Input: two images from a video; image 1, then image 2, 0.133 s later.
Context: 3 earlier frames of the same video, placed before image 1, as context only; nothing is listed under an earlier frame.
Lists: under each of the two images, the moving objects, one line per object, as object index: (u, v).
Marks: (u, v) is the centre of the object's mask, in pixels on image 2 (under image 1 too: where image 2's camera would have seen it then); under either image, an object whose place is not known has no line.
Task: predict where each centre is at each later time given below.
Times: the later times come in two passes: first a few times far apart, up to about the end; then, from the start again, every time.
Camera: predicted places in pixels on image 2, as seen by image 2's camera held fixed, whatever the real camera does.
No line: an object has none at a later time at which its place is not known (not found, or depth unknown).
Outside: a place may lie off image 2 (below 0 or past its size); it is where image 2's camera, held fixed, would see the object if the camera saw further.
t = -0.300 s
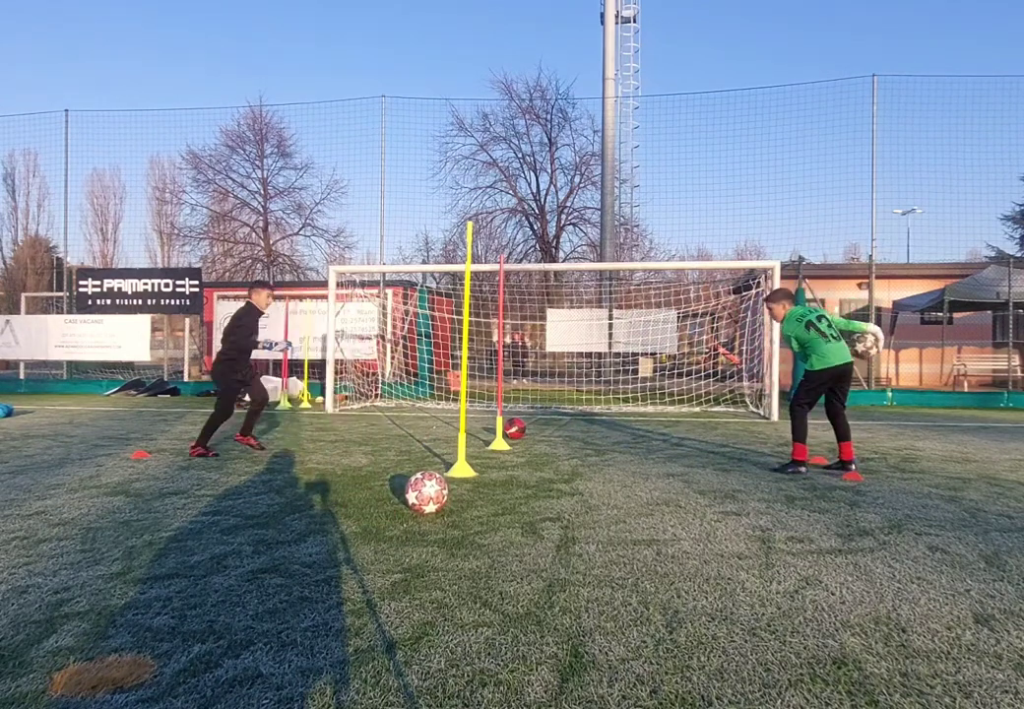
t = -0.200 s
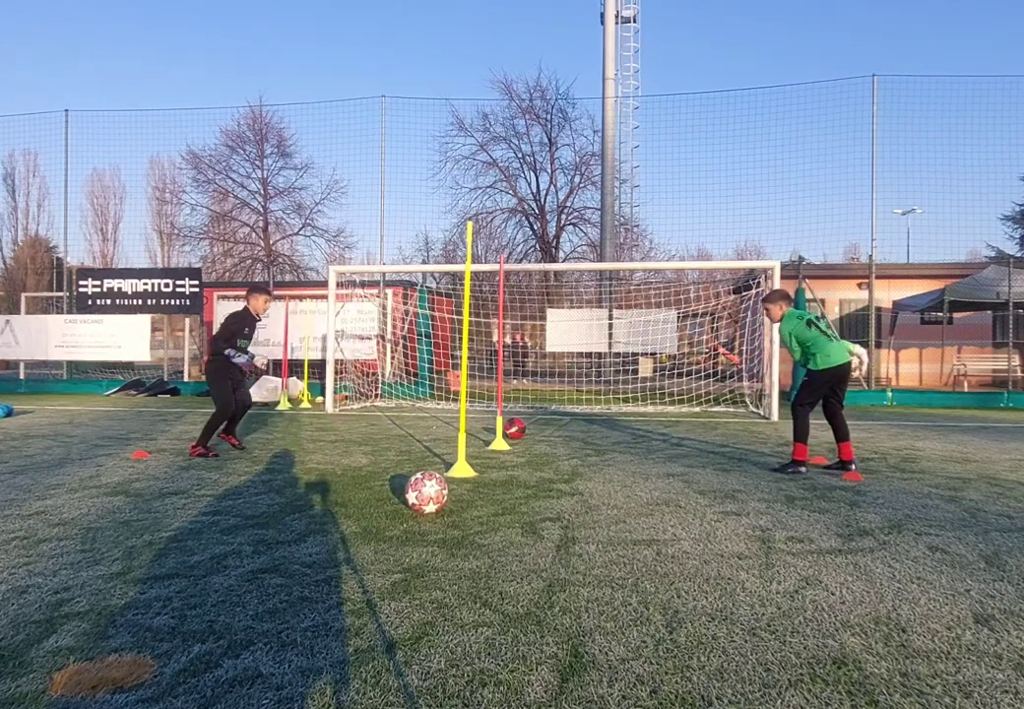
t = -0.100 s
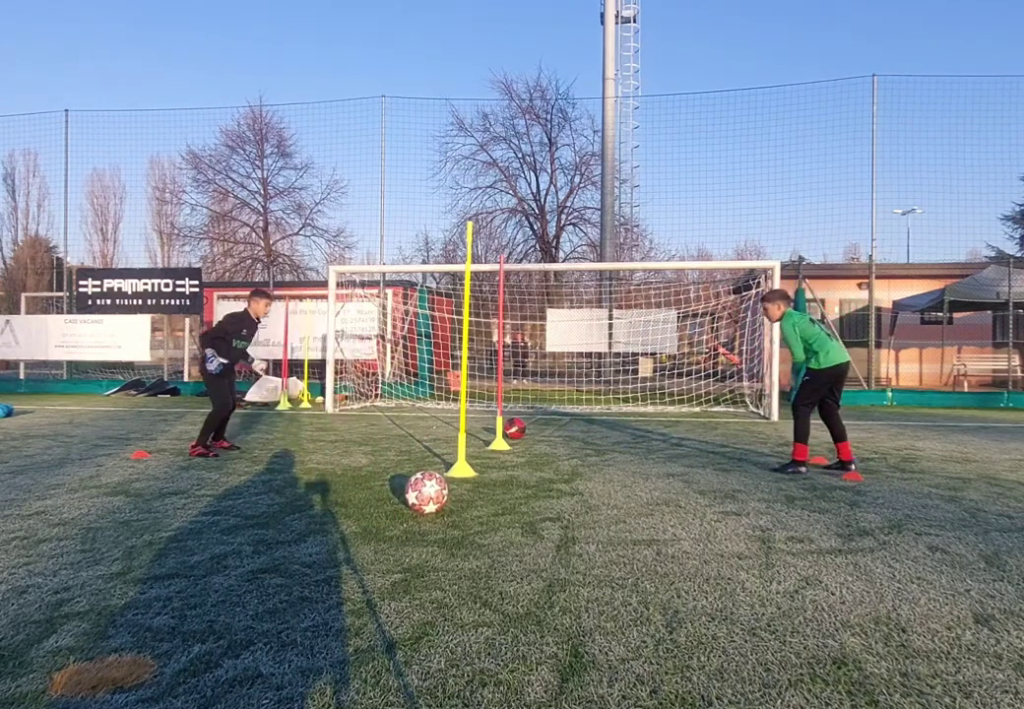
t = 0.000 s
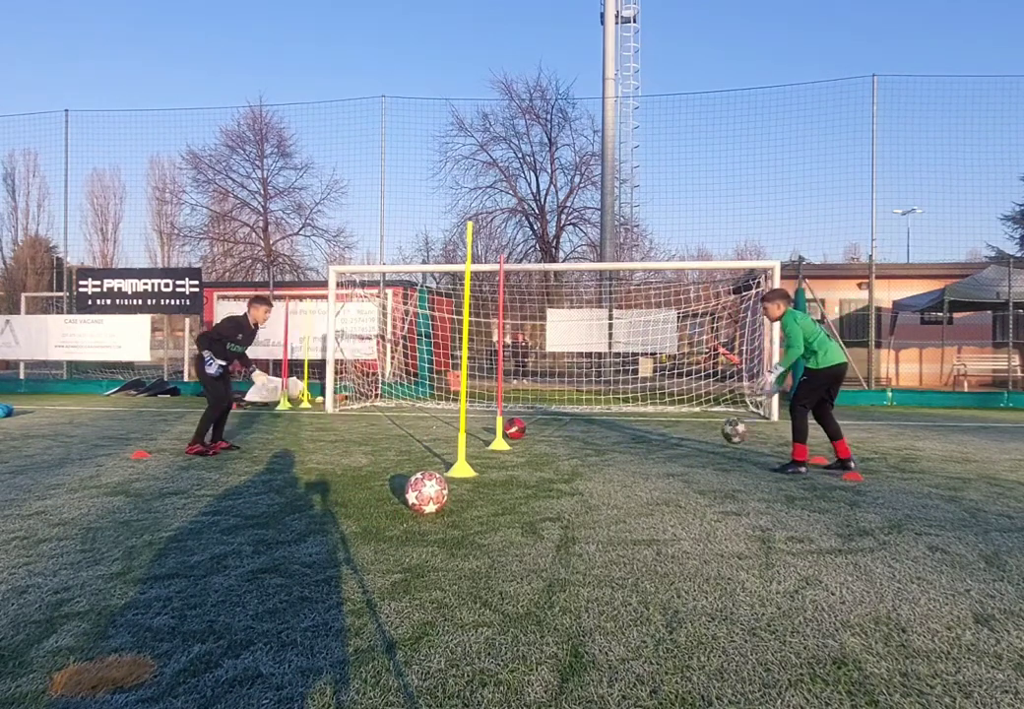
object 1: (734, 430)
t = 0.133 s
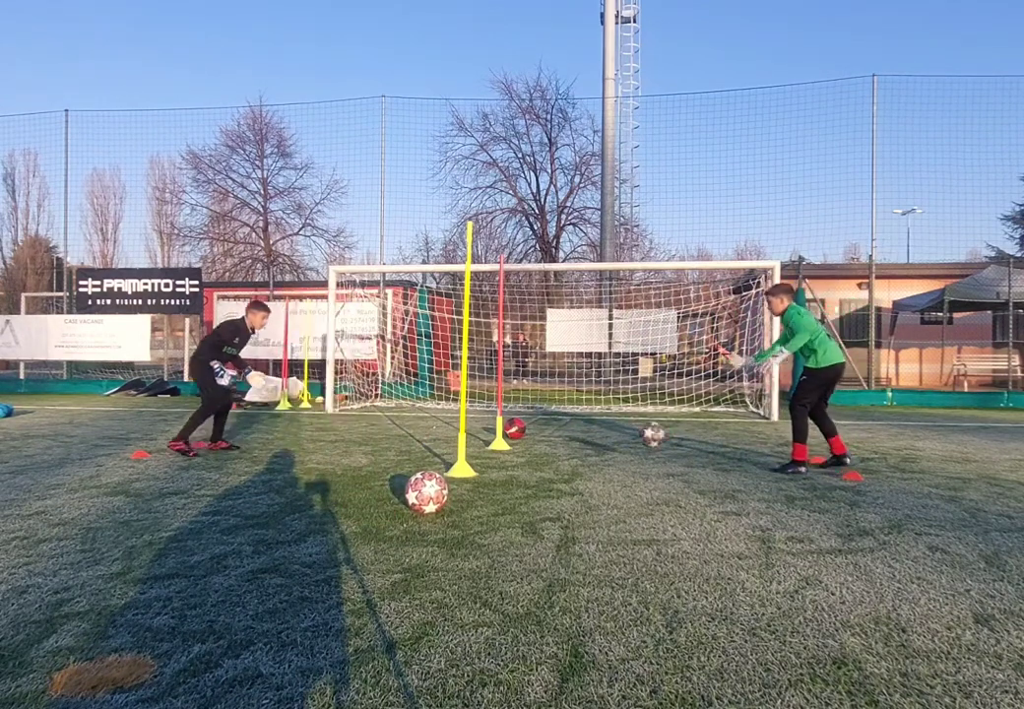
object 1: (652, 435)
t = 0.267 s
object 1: (582, 419)
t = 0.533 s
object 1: (449, 441)
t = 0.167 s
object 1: (635, 429)
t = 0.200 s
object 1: (616, 424)
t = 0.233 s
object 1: (600, 420)
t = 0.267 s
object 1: (582, 419)
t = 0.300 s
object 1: (564, 417)
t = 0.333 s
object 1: (548, 418)
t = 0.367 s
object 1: (532, 420)
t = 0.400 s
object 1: (515, 425)
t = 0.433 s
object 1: (499, 429)
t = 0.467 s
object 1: (484, 435)
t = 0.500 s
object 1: (472, 442)
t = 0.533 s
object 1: (449, 441)
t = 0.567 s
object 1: (436, 437)
